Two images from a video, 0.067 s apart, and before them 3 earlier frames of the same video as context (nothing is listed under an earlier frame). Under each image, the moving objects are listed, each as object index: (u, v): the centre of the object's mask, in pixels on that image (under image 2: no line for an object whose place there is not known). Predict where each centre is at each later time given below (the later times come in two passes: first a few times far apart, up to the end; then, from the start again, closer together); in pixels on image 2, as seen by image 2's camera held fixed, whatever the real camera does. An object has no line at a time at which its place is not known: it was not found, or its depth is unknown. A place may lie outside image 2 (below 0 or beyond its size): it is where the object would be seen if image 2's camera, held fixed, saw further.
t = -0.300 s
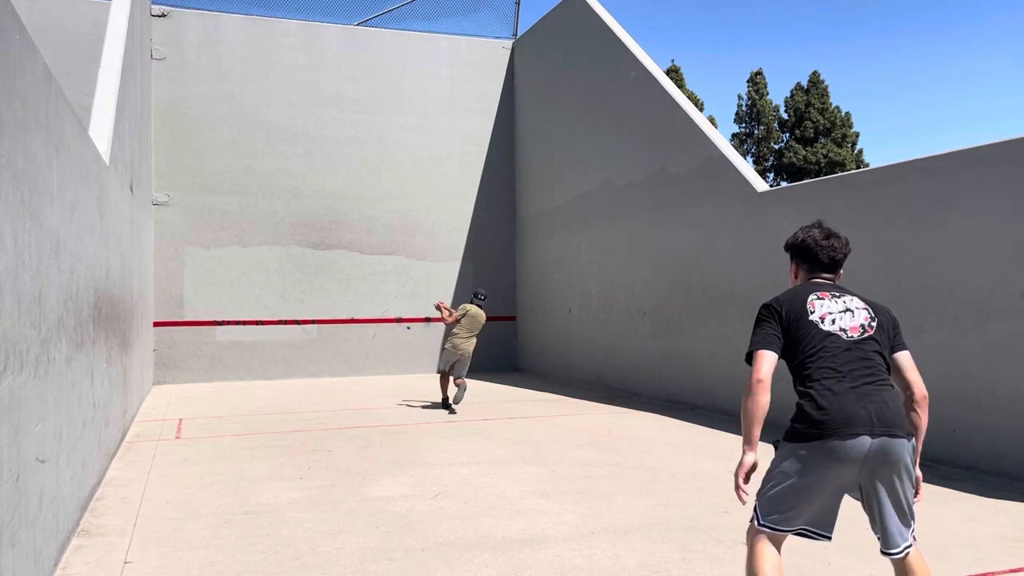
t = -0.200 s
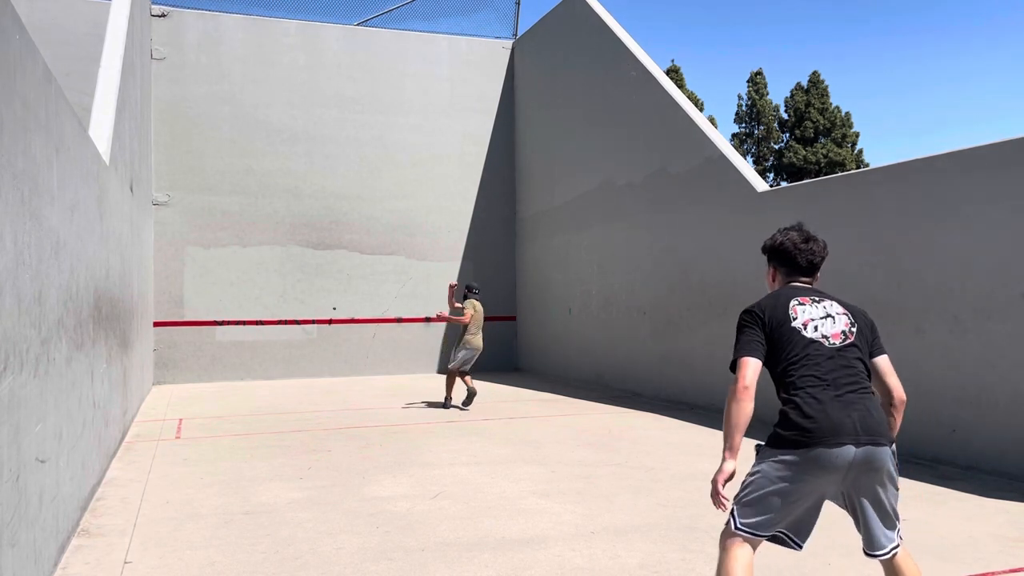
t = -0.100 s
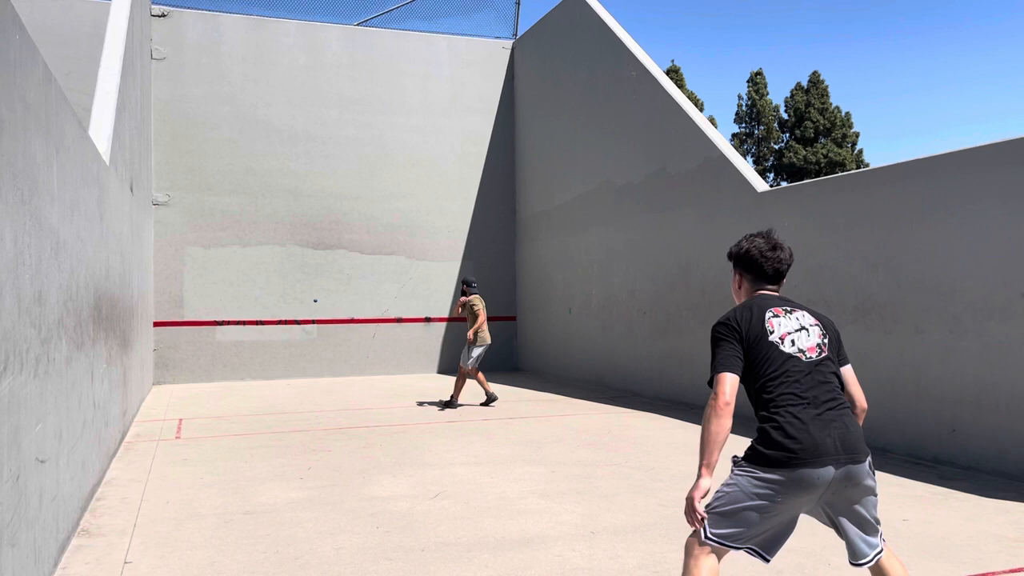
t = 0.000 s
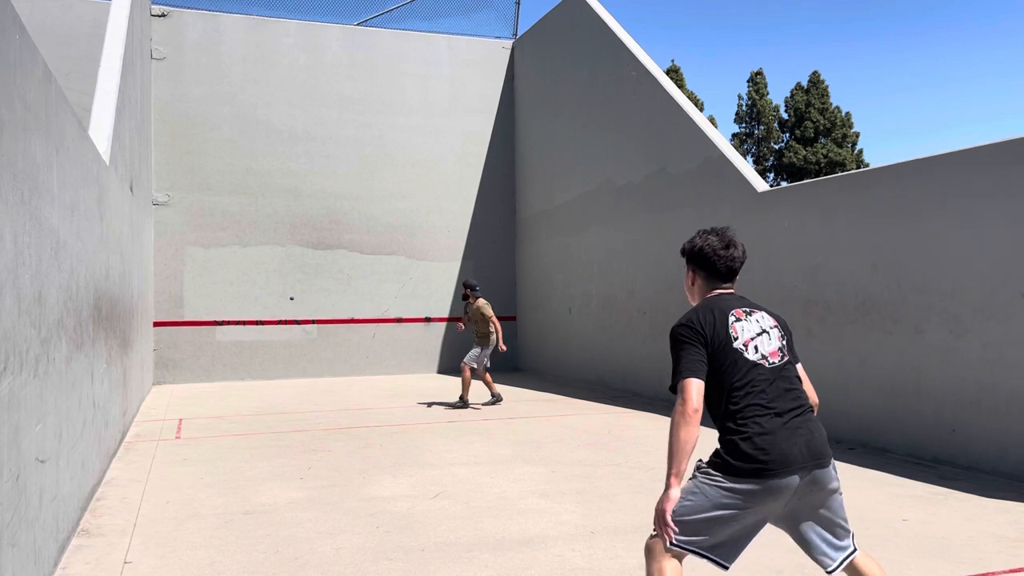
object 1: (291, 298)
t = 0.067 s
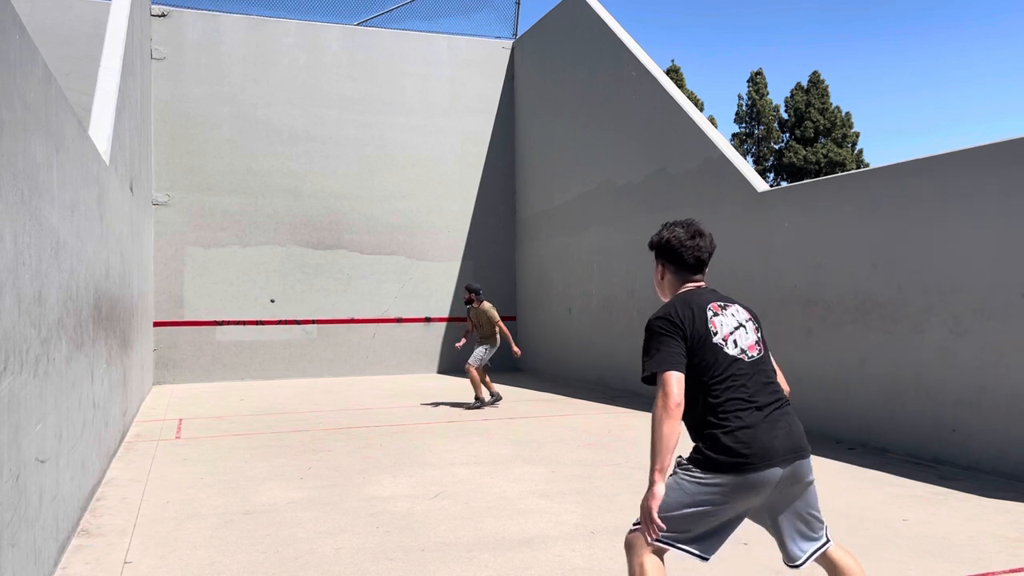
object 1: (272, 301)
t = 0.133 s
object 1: (250, 307)
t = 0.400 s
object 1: (114, 400)
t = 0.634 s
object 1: (259, 472)
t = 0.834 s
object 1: (385, 415)
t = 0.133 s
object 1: (250, 307)
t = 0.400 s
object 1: (114, 400)
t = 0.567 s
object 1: (222, 495)
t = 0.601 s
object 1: (241, 487)
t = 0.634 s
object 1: (259, 472)
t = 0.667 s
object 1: (279, 459)
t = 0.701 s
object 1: (299, 447)
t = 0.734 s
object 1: (319, 437)
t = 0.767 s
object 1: (341, 428)
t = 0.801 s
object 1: (363, 421)
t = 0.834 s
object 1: (385, 415)
